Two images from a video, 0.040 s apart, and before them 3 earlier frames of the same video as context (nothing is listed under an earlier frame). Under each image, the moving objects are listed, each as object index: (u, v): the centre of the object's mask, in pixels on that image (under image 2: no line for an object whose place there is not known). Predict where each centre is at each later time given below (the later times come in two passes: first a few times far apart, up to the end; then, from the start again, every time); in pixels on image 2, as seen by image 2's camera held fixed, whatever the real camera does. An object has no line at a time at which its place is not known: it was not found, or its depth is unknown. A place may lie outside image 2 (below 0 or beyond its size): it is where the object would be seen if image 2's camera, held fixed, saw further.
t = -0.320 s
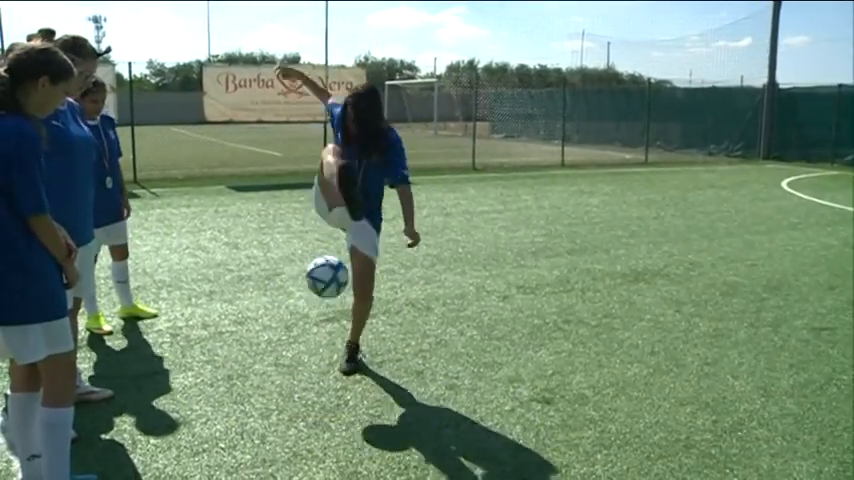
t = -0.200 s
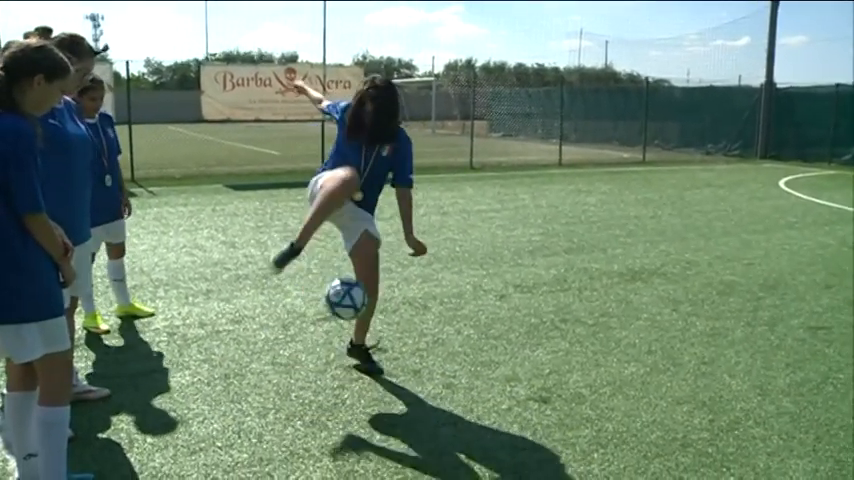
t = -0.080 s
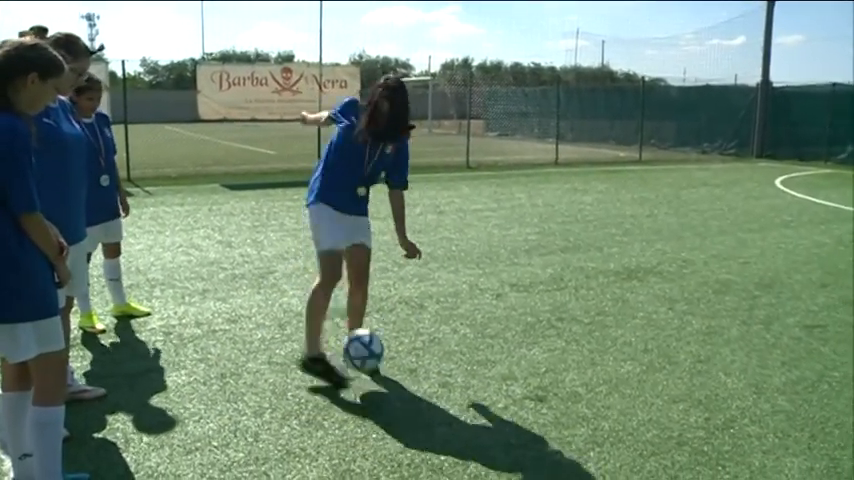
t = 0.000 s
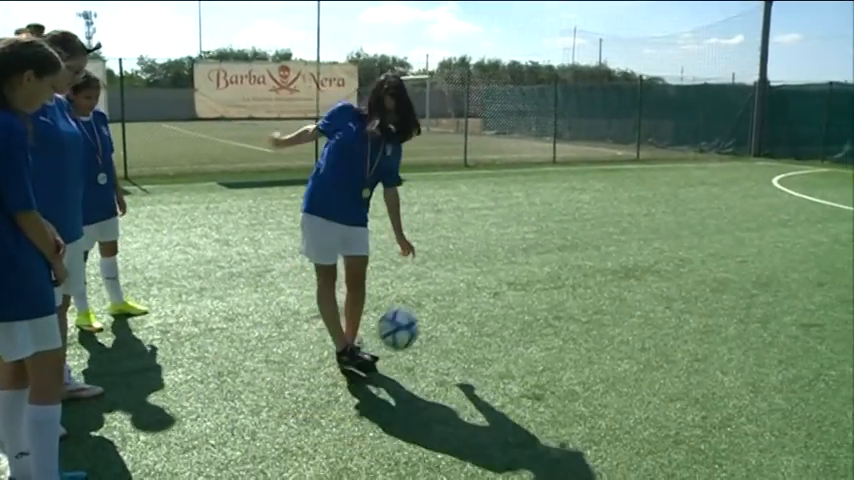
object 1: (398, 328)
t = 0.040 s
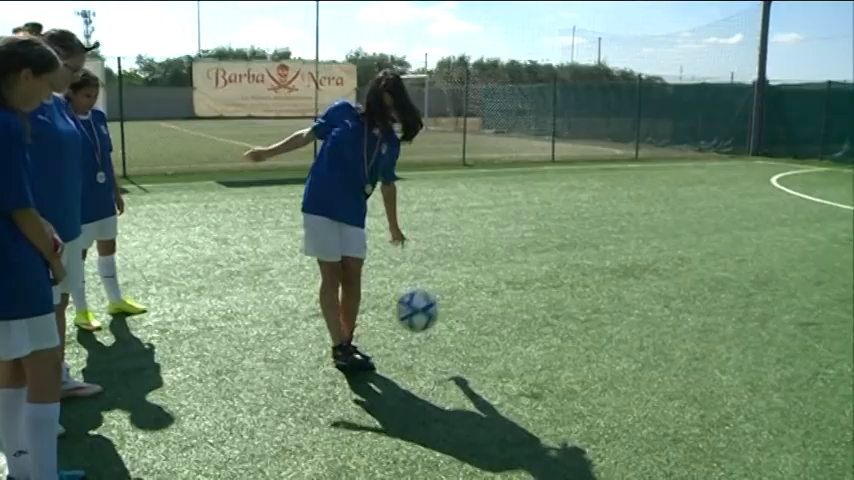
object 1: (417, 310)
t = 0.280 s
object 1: (546, 267)
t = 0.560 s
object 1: (692, 368)
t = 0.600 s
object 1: (710, 392)
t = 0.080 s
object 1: (438, 296)
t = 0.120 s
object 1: (459, 283)
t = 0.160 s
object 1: (481, 274)
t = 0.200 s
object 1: (503, 269)
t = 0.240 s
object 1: (524, 265)
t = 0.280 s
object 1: (546, 267)
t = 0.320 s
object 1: (567, 271)
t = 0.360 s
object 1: (589, 279)
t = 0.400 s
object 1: (611, 290)
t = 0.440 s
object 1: (632, 305)
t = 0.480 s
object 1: (652, 323)
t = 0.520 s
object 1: (672, 343)
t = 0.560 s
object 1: (692, 368)
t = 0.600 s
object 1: (710, 392)
